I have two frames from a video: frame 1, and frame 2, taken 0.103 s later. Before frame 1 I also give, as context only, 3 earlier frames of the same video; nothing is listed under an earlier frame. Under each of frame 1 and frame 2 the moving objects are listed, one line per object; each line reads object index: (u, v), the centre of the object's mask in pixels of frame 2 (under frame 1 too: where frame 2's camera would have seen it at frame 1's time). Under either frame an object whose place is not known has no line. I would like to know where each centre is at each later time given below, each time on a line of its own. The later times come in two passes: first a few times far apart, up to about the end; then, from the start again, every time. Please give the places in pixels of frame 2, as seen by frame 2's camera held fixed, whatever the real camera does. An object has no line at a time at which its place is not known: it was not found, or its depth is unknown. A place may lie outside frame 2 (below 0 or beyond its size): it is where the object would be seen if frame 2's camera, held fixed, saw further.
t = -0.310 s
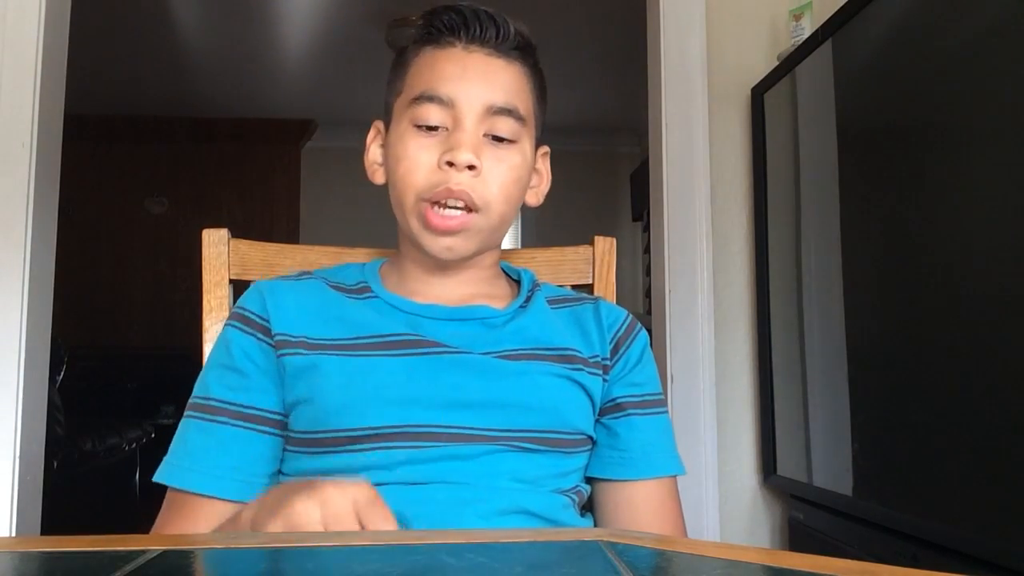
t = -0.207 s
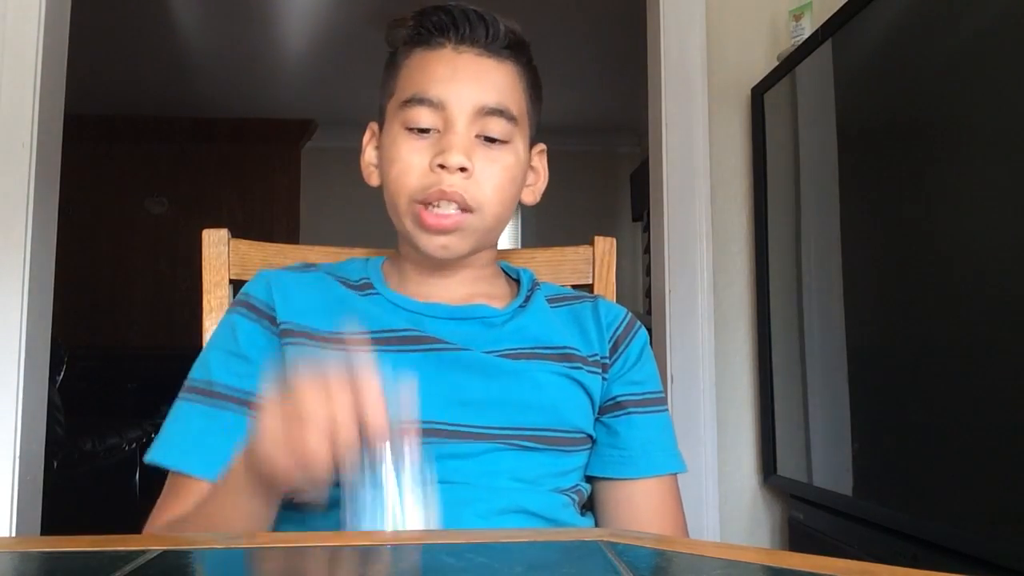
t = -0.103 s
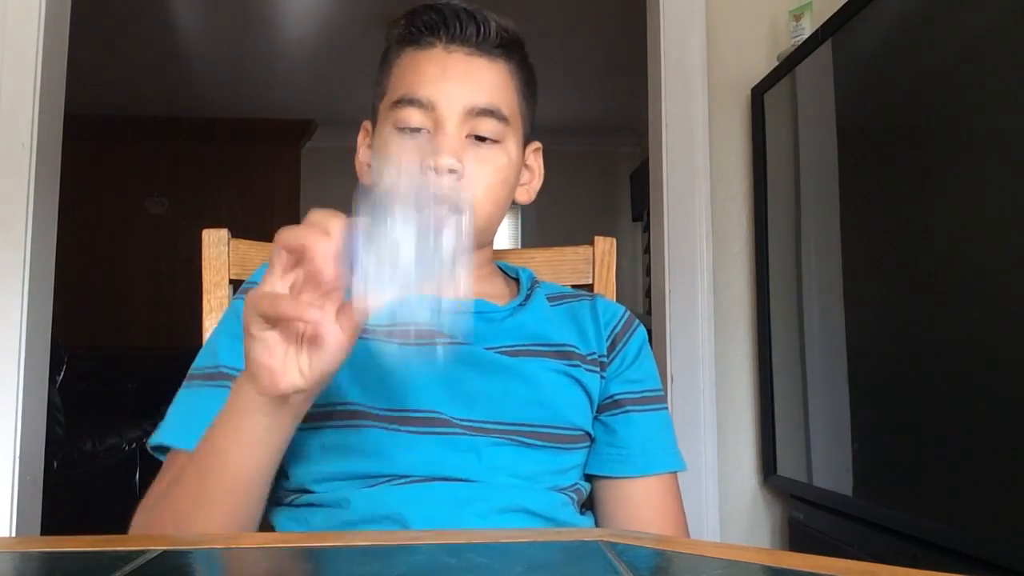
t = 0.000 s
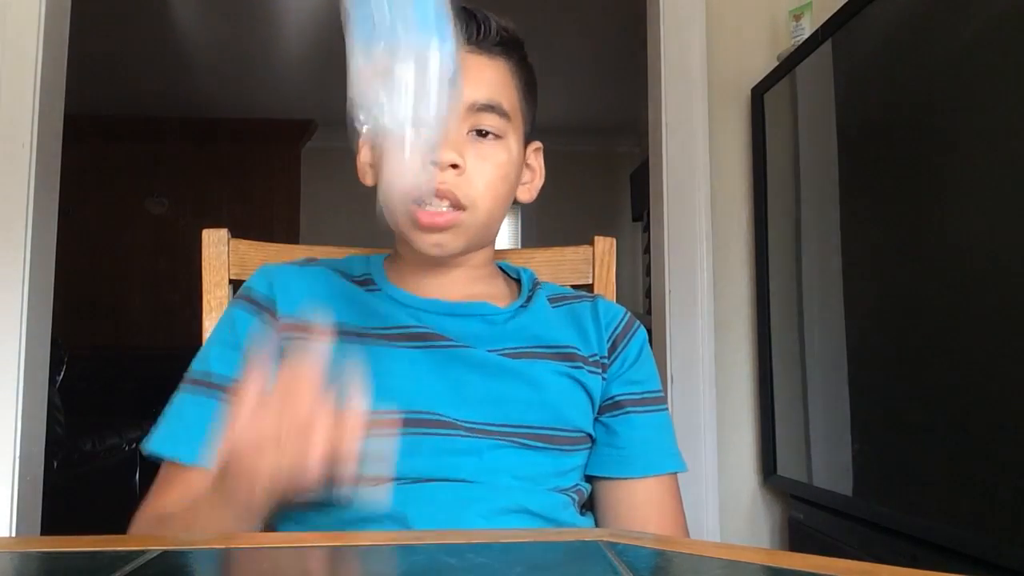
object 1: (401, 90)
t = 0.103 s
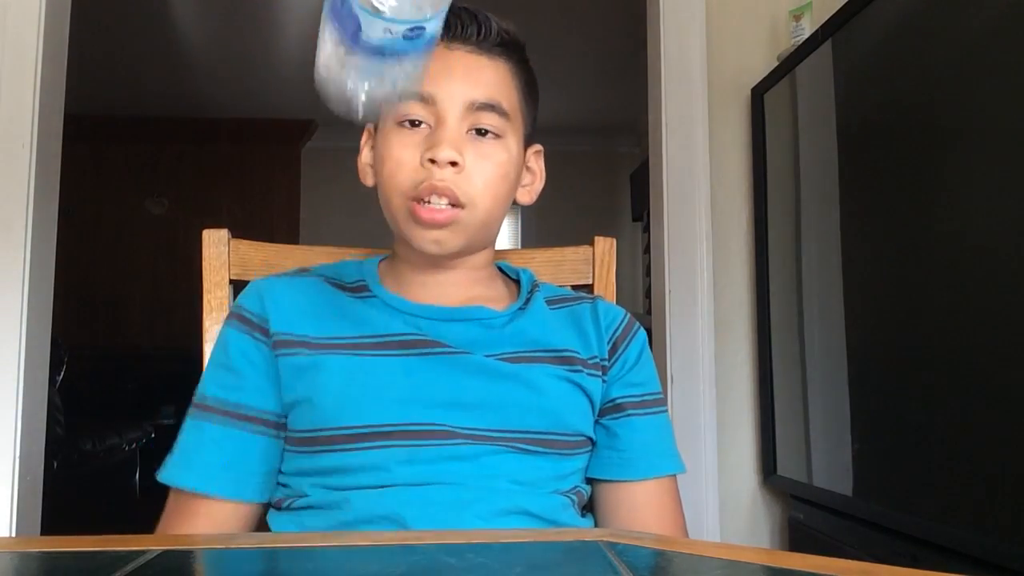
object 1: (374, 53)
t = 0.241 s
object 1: (361, 260)
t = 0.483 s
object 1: (320, 403)
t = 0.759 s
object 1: (315, 404)
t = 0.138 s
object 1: (371, 74)
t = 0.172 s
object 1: (371, 115)
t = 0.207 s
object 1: (367, 167)
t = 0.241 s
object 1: (361, 260)
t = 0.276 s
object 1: (354, 397)
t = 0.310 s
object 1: (346, 371)
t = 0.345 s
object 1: (340, 368)
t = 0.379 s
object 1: (336, 403)
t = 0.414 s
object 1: (332, 401)
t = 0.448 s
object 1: (323, 403)
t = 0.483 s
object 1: (320, 403)
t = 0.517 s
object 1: (319, 403)
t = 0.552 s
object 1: (318, 403)
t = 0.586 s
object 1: (317, 404)
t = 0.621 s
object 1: (316, 404)
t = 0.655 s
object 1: (316, 404)
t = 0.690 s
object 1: (315, 403)
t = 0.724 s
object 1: (315, 403)
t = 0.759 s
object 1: (315, 404)
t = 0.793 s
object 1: (315, 403)
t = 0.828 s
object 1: (315, 403)
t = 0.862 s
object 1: (315, 404)
